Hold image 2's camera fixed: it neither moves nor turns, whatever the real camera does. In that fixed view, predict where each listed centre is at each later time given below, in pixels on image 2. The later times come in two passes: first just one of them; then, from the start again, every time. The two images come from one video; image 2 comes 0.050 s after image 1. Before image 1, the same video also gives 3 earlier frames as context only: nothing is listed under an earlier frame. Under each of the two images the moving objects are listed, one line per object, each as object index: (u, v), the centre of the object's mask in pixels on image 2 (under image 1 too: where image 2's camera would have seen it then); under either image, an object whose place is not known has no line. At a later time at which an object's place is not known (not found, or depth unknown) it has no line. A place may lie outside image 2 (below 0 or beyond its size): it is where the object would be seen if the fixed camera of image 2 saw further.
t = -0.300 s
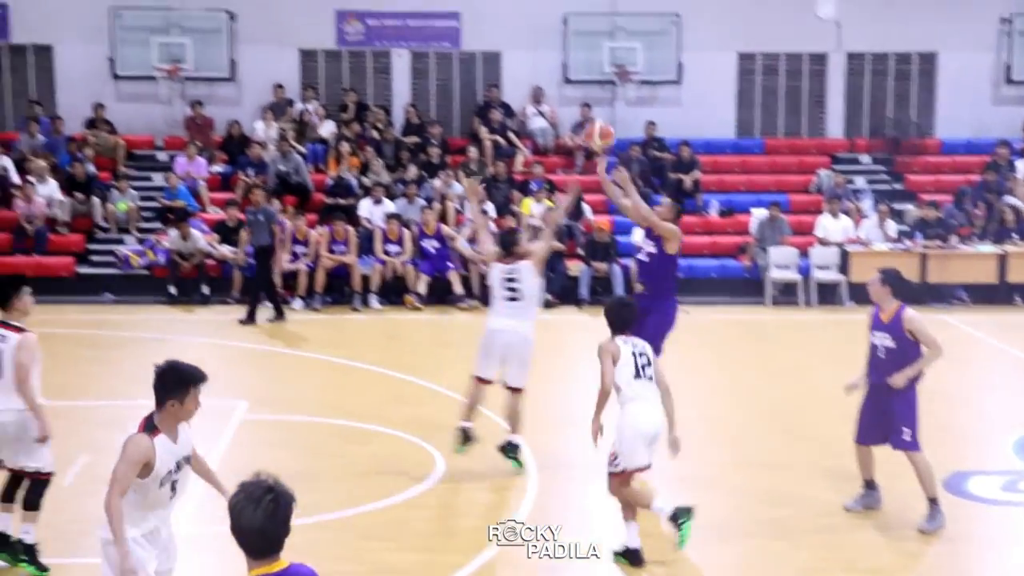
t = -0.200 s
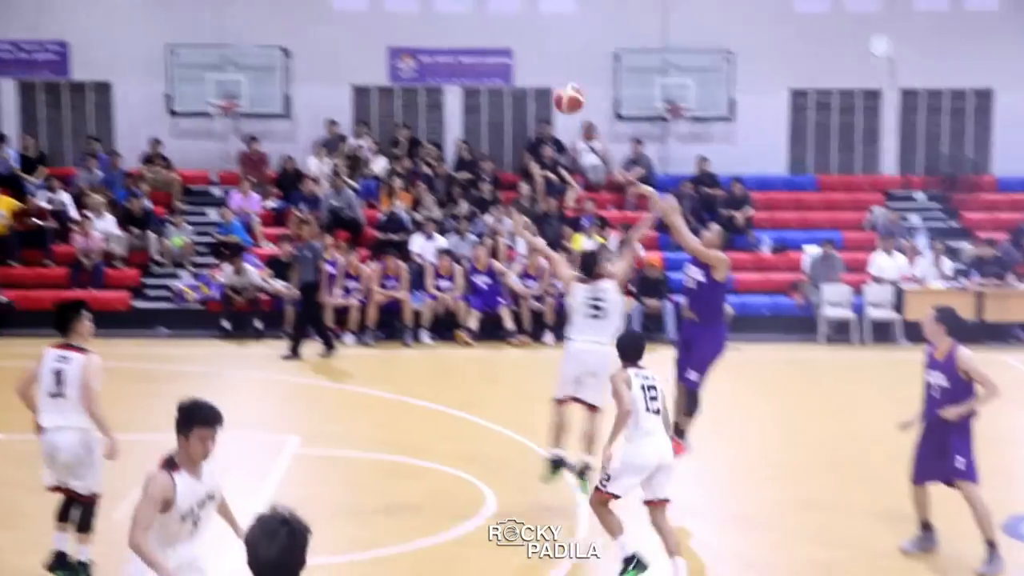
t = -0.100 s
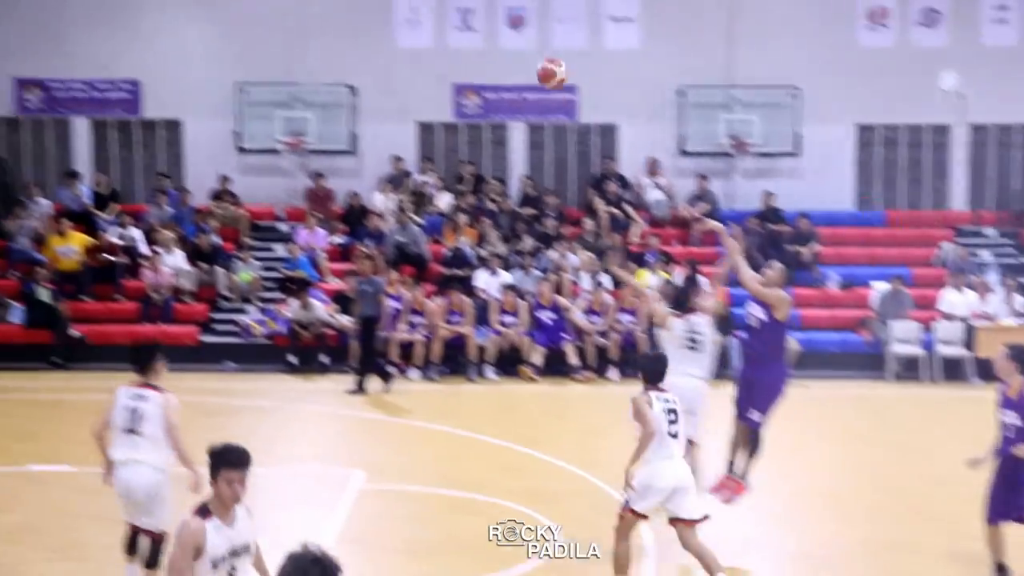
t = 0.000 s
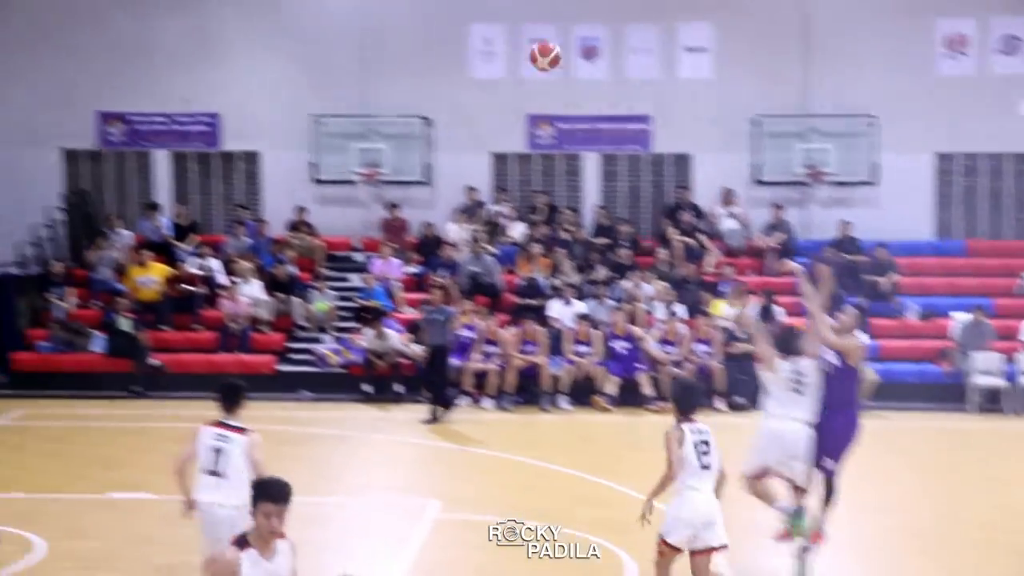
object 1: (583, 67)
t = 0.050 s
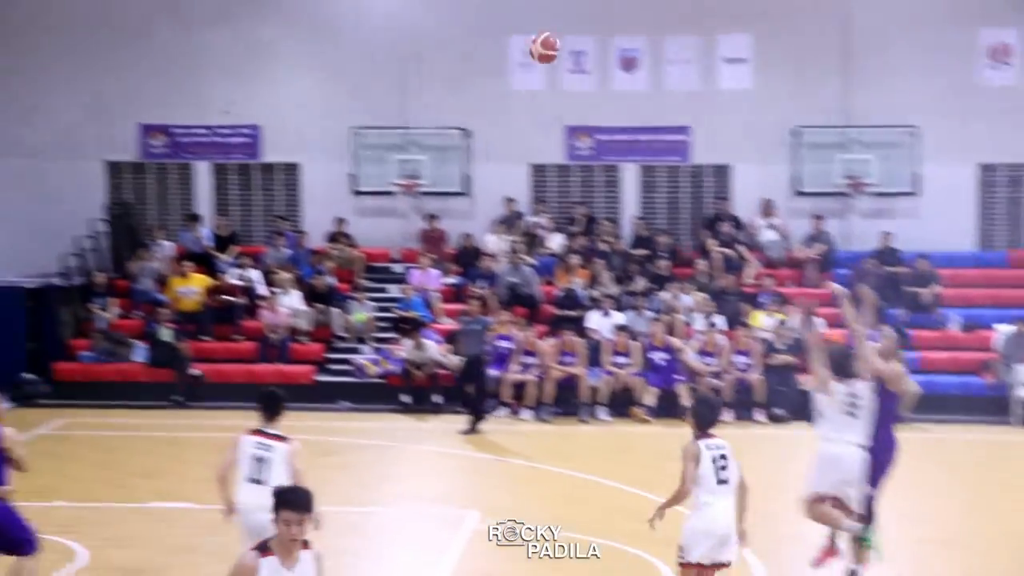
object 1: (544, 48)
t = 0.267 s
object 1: (380, -2)
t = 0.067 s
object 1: (531, 42)
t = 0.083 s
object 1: (519, 37)
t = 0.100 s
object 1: (506, 32)
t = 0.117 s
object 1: (493, 27)
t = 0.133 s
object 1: (479, 23)
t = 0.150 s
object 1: (467, 18)
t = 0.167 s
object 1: (454, 14)
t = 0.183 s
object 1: (442, 11)
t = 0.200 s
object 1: (429, 7)
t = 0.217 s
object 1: (417, 4)
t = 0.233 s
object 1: (405, 2)
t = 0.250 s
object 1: (392, 0)
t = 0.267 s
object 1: (380, -2)
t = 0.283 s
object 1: (367, -3)
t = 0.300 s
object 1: (355, -5)
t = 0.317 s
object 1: (343, -6)
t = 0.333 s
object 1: (331, -7)
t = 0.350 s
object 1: (318, -7)
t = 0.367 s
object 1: (305, -6)
